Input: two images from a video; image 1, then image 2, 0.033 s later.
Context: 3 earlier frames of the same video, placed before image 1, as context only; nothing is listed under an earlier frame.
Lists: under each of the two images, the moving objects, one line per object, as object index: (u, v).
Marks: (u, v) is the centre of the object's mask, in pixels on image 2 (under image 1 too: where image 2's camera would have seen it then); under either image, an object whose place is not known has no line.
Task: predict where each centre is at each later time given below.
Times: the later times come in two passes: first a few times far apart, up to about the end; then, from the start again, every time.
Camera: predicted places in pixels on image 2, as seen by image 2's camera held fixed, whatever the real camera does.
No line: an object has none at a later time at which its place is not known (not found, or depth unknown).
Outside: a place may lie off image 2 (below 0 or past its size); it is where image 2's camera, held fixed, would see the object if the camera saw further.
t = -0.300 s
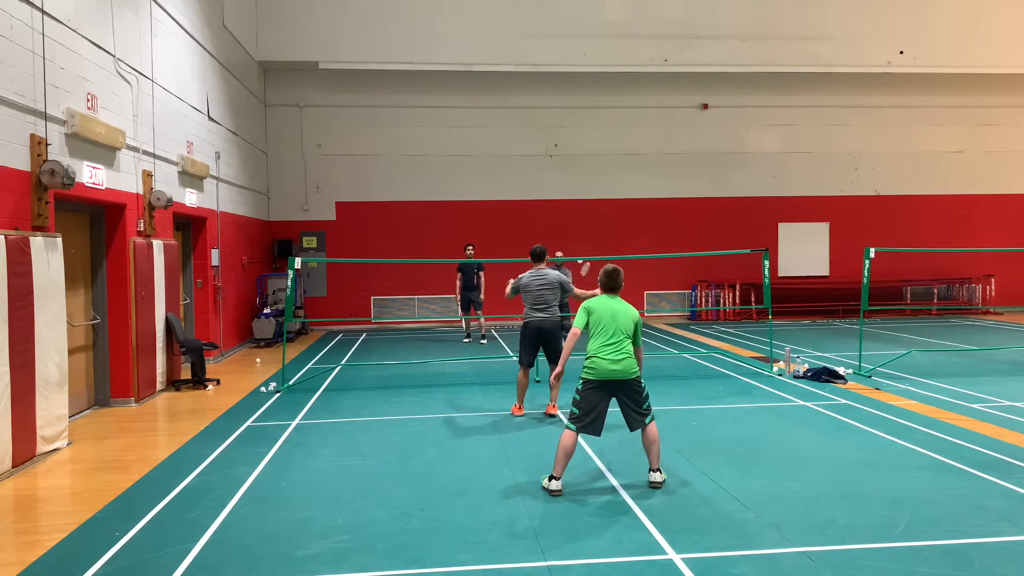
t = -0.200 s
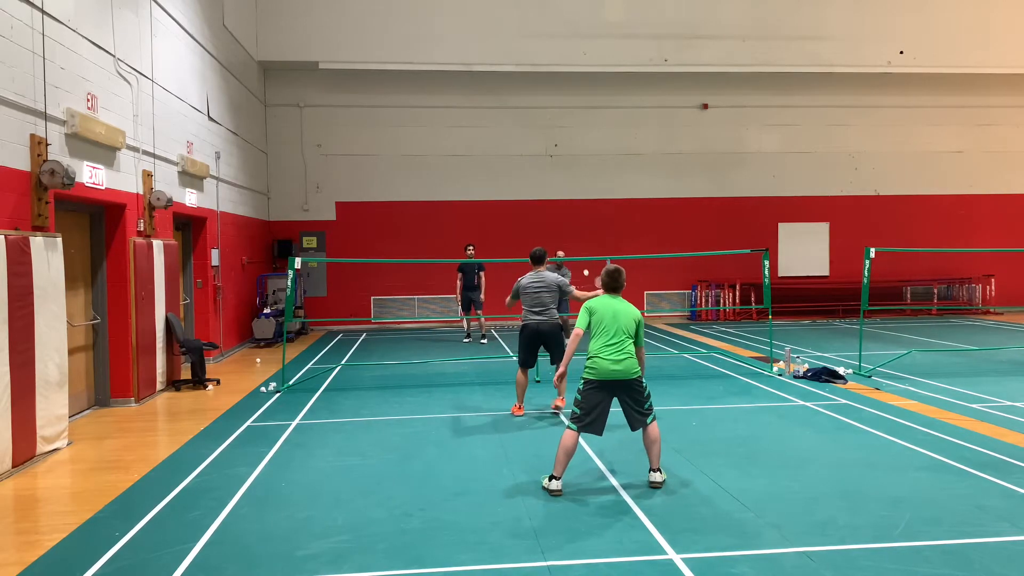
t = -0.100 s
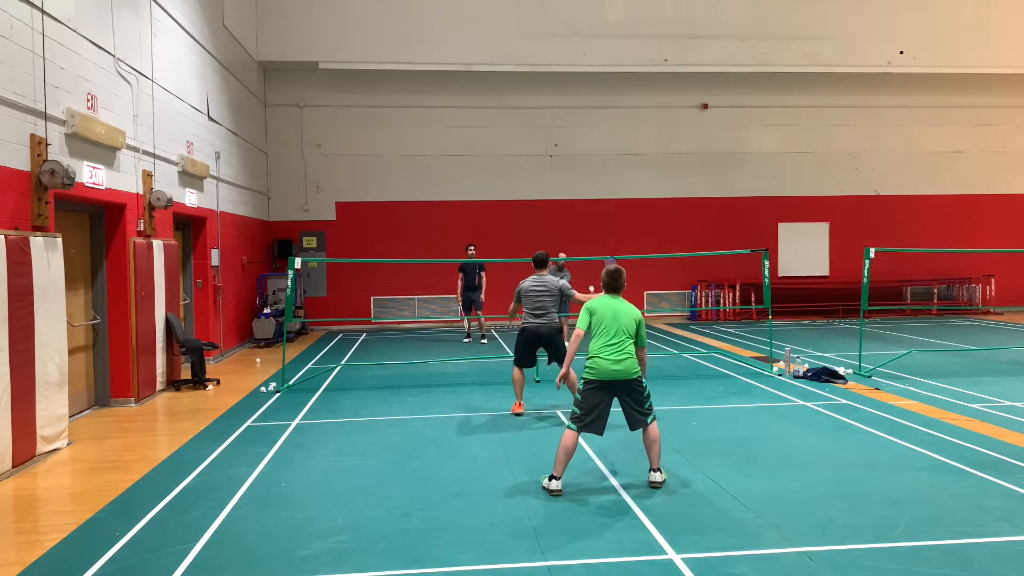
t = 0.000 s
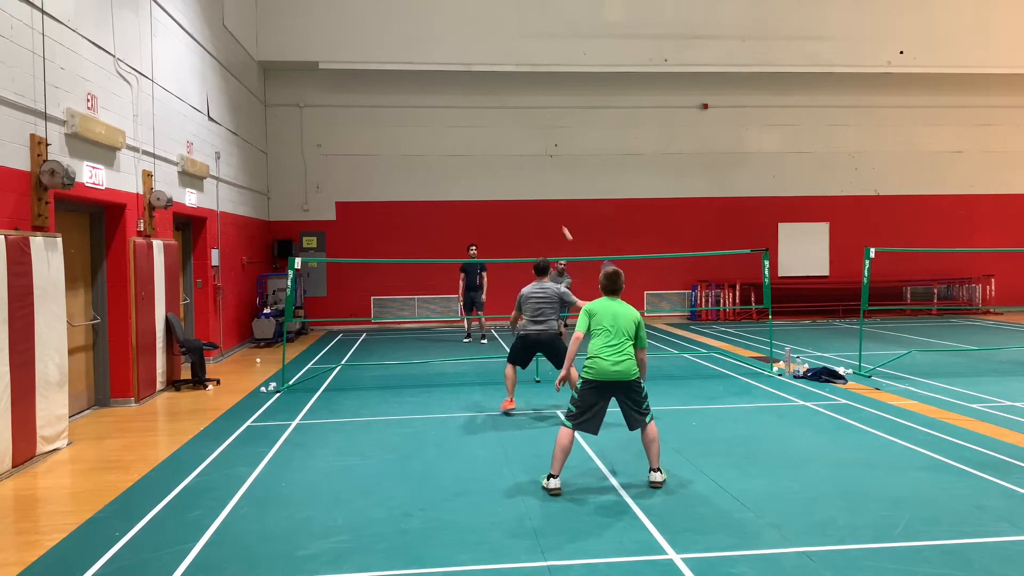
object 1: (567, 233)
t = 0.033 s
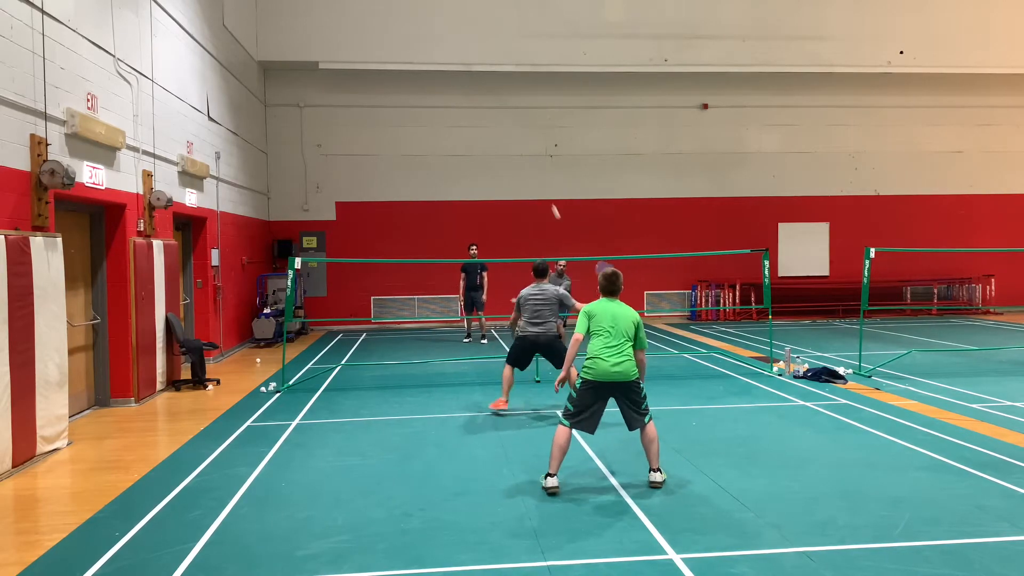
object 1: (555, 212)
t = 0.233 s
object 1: (499, 108)
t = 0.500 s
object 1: (428, 38)
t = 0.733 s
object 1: (361, 44)
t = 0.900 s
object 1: (312, 94)
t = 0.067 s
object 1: (546, 191)
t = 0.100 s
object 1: (537, 172)
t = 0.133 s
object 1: (527, 154)
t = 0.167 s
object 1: (518, 137)
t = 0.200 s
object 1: (508, 122)
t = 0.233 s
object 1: (499, 108)
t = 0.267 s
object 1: (491, 95)
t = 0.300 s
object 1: (482, 84)
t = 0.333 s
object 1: (473, 73)
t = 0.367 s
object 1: (464, 63)
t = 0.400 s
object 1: (455, 55)
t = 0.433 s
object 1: (446, 49)
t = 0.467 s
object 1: (437, 42)
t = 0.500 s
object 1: (428, 38)
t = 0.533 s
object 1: (419, 35)
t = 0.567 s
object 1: (409, 33)
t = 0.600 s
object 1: (400, 32)
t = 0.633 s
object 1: (391, 33)
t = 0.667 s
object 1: (381, 36)
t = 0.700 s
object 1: (371, 39)
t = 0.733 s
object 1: (361, 44)
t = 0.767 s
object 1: (352, 51)
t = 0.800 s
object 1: (342, 60)
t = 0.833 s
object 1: (332, 70)
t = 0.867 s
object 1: (321, 81)
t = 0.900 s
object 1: (312, 94)
